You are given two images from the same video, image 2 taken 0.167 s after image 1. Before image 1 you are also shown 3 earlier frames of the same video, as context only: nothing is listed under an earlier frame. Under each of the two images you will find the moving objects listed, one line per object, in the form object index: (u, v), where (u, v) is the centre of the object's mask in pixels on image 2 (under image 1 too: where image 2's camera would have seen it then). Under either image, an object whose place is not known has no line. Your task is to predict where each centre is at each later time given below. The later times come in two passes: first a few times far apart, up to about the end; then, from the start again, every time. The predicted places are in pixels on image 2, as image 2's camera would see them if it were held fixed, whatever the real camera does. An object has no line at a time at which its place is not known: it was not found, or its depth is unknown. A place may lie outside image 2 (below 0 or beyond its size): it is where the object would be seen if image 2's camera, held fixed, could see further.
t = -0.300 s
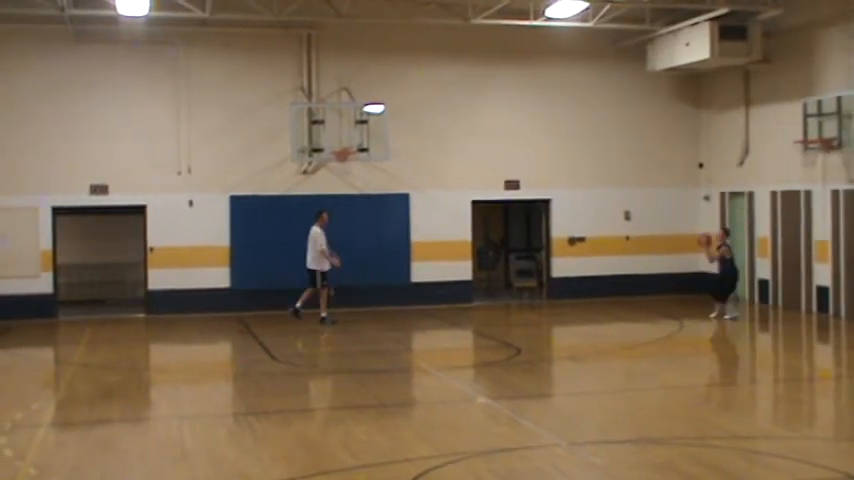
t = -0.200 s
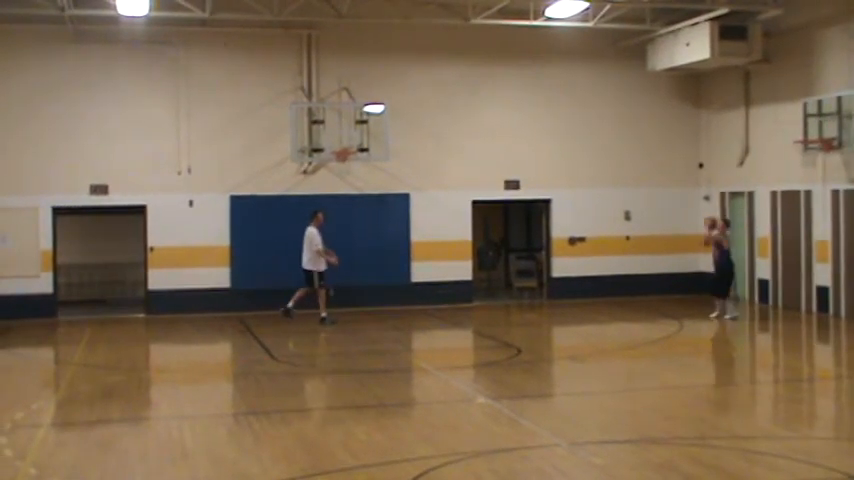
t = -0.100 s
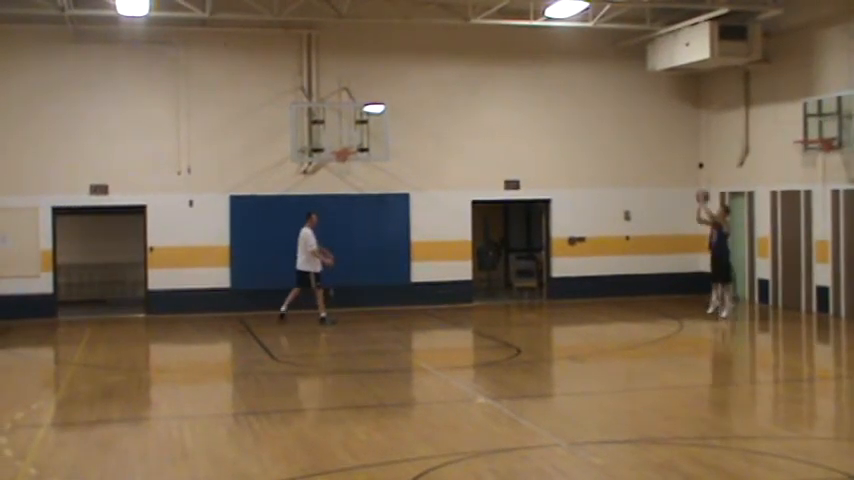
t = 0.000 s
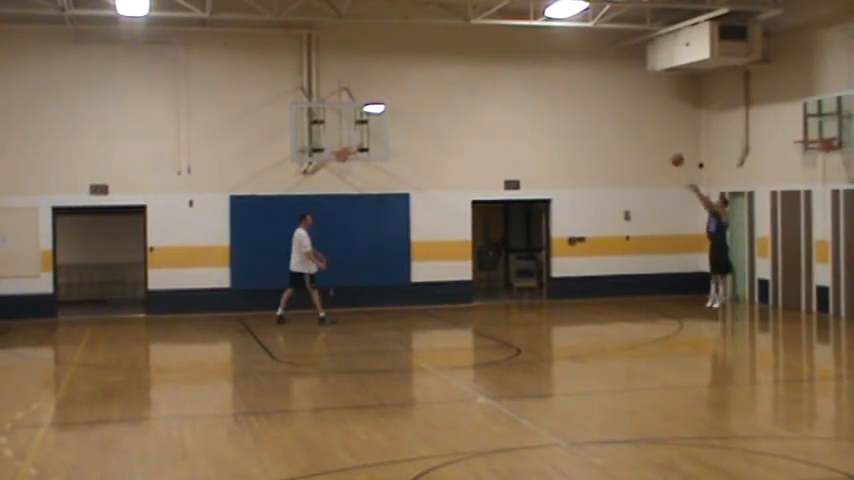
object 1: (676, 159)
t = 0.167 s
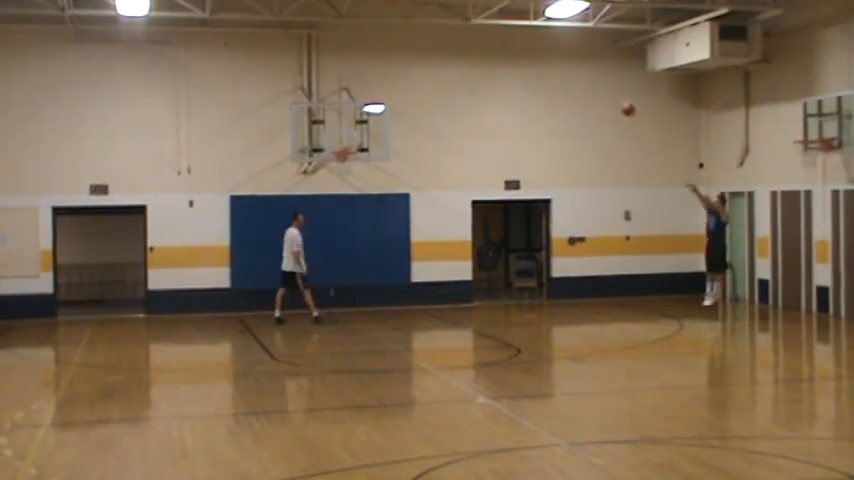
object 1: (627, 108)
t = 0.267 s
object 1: (598, 85)
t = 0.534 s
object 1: (525, 52)
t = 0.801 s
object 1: (452, 60)
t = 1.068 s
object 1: (383, 104)
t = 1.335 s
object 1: (341, 170)
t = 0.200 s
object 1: (617, 99)
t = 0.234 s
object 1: (607, 91)
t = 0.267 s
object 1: (598, 85)
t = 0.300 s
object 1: (588, 78)
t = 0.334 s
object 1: (579, 72)
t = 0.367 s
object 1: (570, 66)
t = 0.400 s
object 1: (561, 63)
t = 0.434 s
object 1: (552, 59)
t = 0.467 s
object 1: (543, 55)
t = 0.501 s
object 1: (534, 54)
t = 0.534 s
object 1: (525, 52)
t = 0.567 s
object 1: (516, 51)
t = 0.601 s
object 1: (507, 50)
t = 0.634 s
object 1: (498, 51)
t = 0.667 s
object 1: (488, 51)
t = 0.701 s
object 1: (480, 53)
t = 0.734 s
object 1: (470, 54)
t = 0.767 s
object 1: (461, 57)
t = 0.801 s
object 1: (452, 60)
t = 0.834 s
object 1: (442, 63)
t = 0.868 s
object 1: (434, 68)
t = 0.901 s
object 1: (425, 72)
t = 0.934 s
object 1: (417, 78)
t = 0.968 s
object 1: (408, 84)
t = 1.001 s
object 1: (400, 90)
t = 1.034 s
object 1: (391, 97)
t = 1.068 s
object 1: (383, 104)
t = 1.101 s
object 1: (374, 114)
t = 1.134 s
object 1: (365, 121)
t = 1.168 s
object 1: (357, 132)
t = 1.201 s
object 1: (349, 141)
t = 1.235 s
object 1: (342, 150)
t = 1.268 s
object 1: (340, 160)
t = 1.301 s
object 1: (339, 166)
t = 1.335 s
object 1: (341, 170)
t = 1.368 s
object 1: (341, 172)
